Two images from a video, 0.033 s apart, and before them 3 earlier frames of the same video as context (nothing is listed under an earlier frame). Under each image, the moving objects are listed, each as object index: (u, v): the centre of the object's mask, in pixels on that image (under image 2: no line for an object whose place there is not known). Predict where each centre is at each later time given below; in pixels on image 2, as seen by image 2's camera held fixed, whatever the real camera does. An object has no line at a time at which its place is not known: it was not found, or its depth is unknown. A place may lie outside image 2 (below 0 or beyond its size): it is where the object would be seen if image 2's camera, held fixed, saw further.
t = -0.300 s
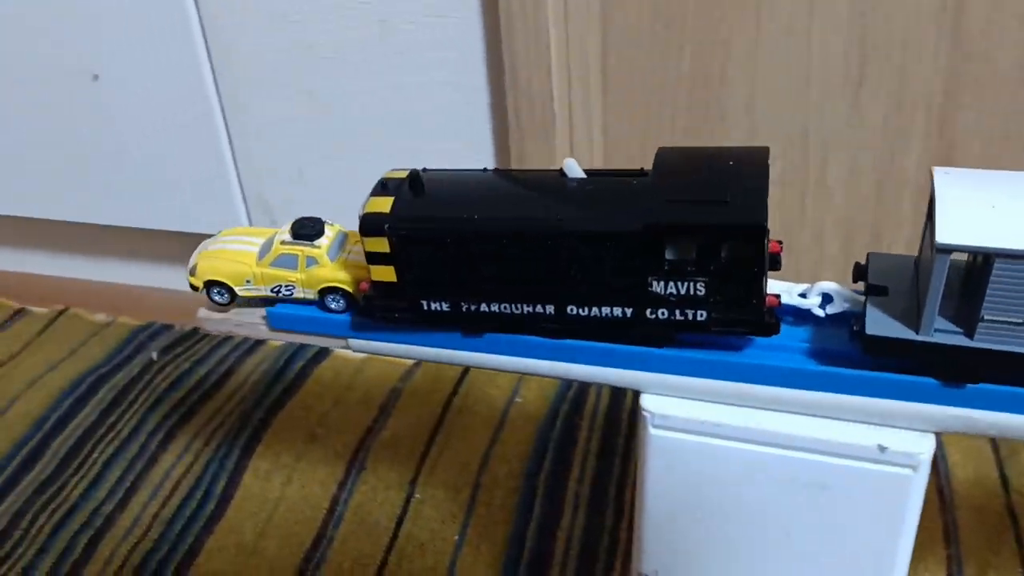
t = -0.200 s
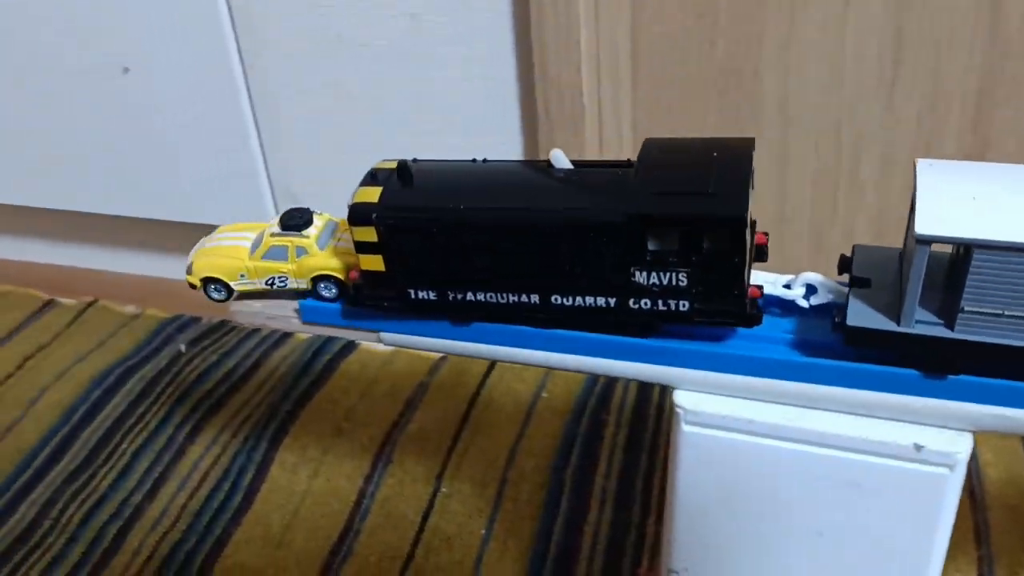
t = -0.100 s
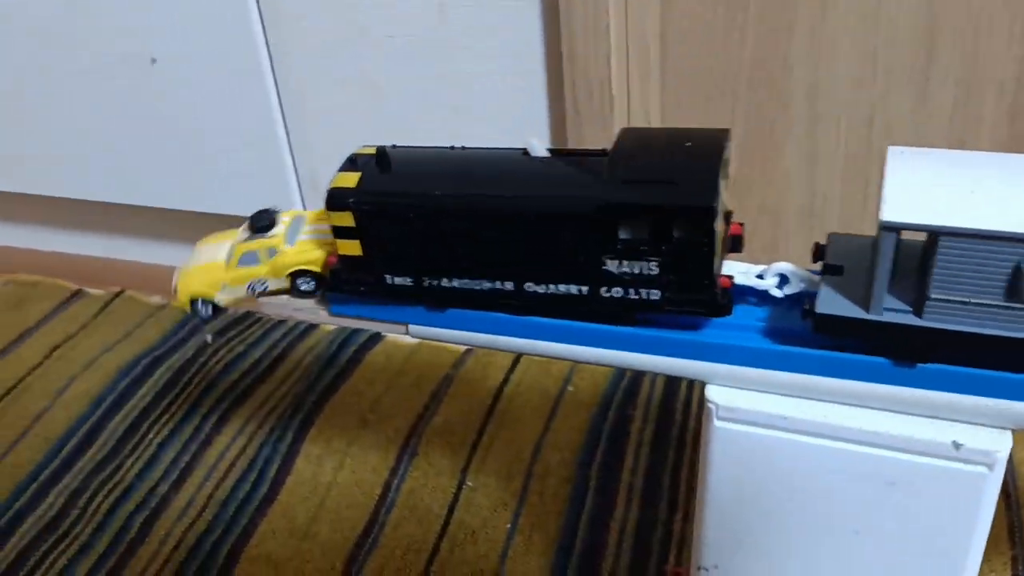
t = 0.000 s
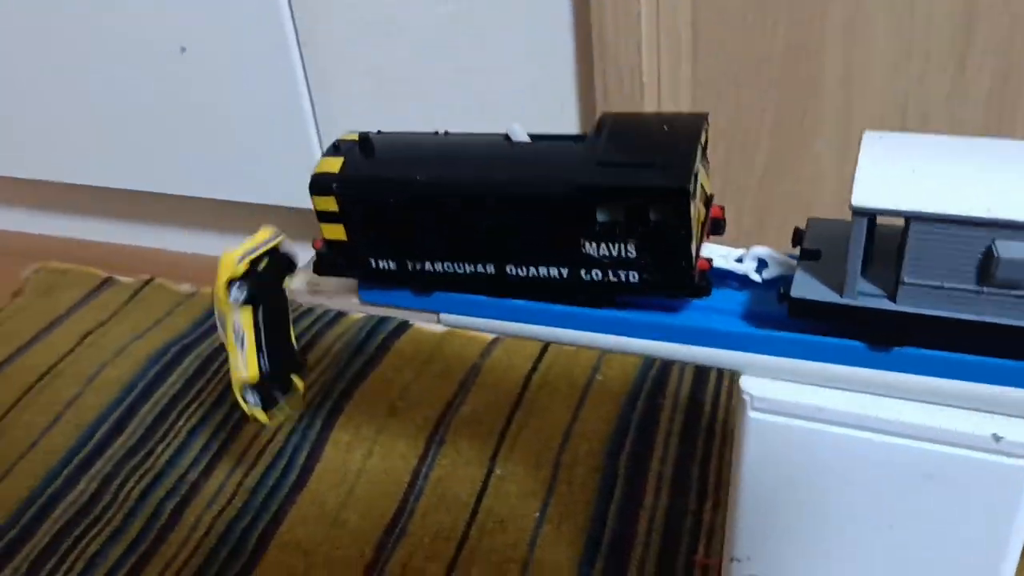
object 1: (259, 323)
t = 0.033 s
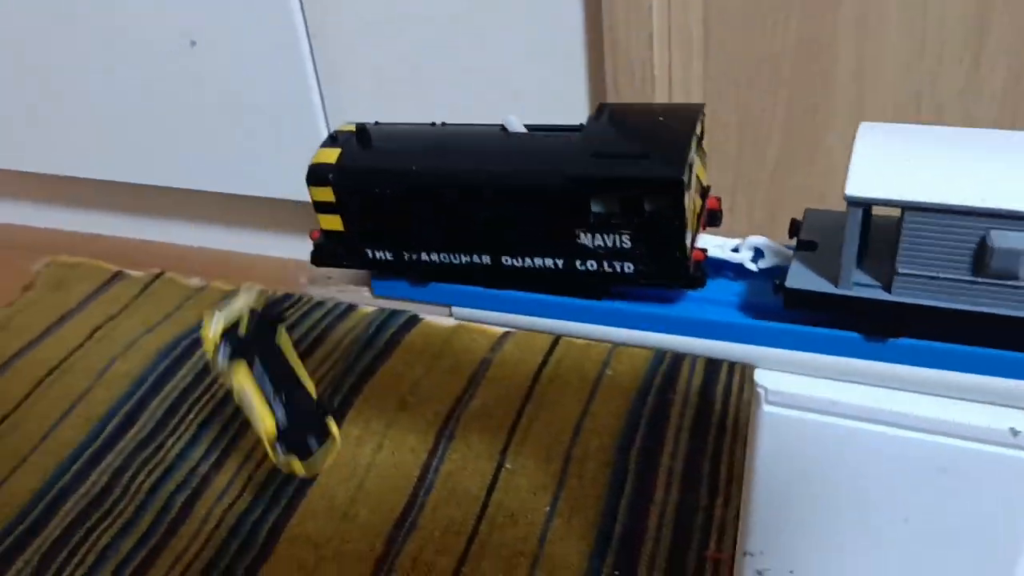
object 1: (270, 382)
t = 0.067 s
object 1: (271, 443)
